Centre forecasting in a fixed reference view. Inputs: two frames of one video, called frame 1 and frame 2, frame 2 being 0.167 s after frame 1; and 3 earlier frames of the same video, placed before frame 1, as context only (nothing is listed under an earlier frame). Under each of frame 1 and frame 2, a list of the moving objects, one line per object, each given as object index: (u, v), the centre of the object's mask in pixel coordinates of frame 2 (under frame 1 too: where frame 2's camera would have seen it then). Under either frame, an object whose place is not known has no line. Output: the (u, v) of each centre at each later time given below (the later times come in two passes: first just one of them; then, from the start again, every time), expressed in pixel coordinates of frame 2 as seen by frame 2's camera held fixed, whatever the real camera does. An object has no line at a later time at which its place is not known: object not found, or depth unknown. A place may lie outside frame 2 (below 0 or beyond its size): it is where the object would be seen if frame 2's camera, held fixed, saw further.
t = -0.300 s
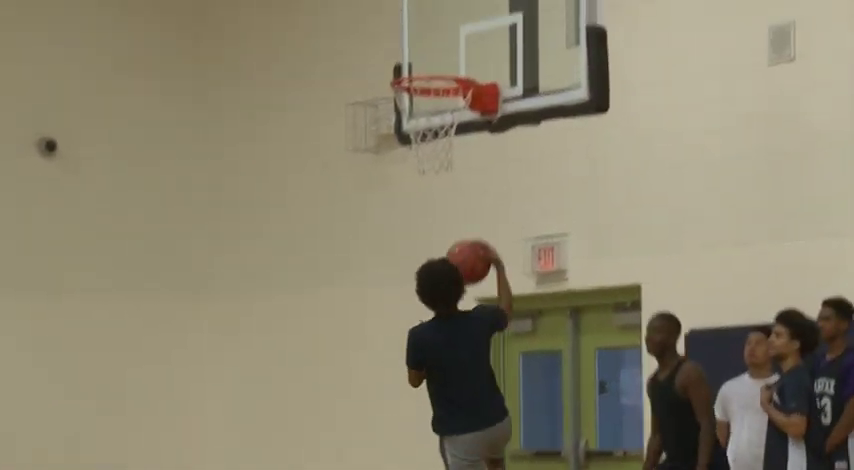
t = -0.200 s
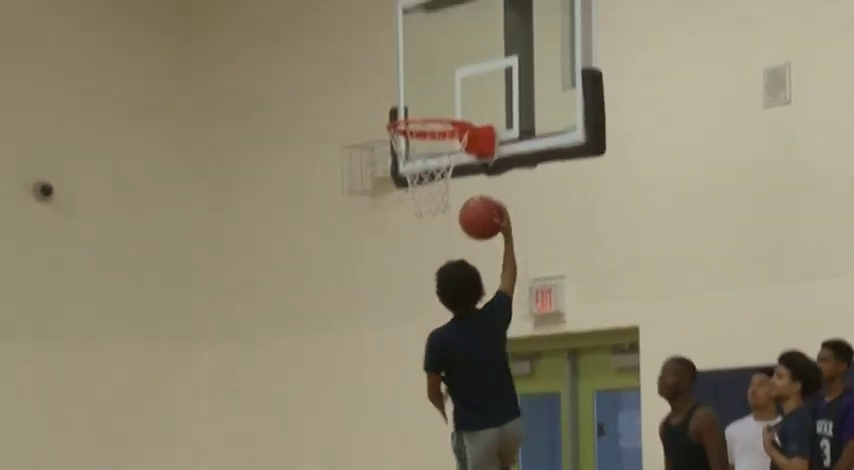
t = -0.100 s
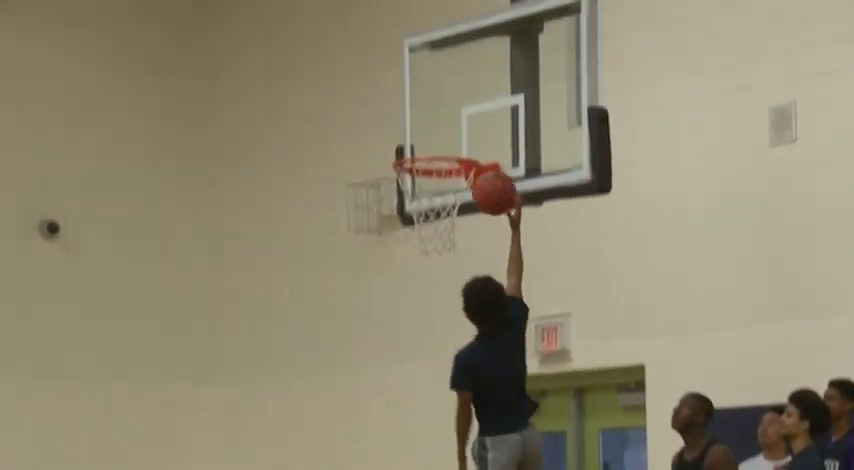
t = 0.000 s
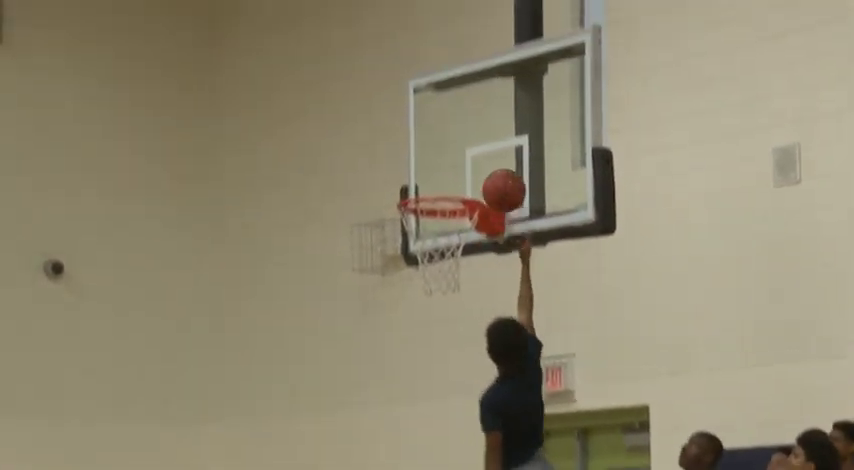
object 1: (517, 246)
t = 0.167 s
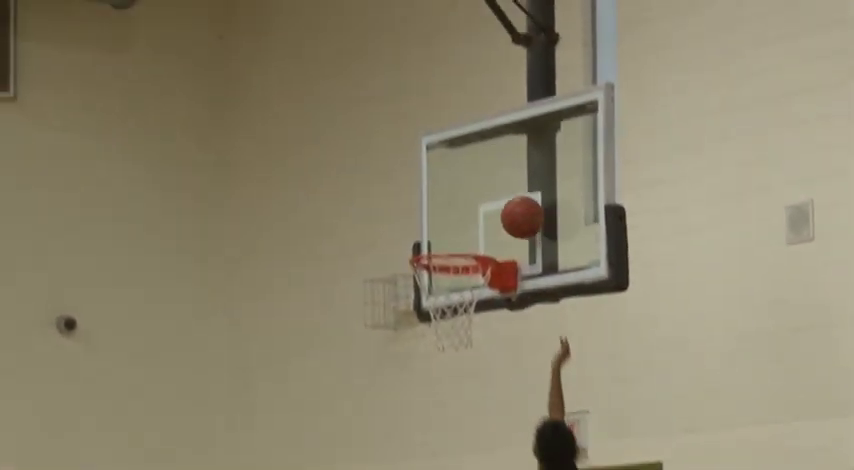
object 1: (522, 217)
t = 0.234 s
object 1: (503, 215)
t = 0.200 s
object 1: (513, 215)
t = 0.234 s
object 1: (503, 215)
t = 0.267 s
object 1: (493, 218)
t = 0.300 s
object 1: (484, 222)
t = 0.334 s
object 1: (474, 228)
